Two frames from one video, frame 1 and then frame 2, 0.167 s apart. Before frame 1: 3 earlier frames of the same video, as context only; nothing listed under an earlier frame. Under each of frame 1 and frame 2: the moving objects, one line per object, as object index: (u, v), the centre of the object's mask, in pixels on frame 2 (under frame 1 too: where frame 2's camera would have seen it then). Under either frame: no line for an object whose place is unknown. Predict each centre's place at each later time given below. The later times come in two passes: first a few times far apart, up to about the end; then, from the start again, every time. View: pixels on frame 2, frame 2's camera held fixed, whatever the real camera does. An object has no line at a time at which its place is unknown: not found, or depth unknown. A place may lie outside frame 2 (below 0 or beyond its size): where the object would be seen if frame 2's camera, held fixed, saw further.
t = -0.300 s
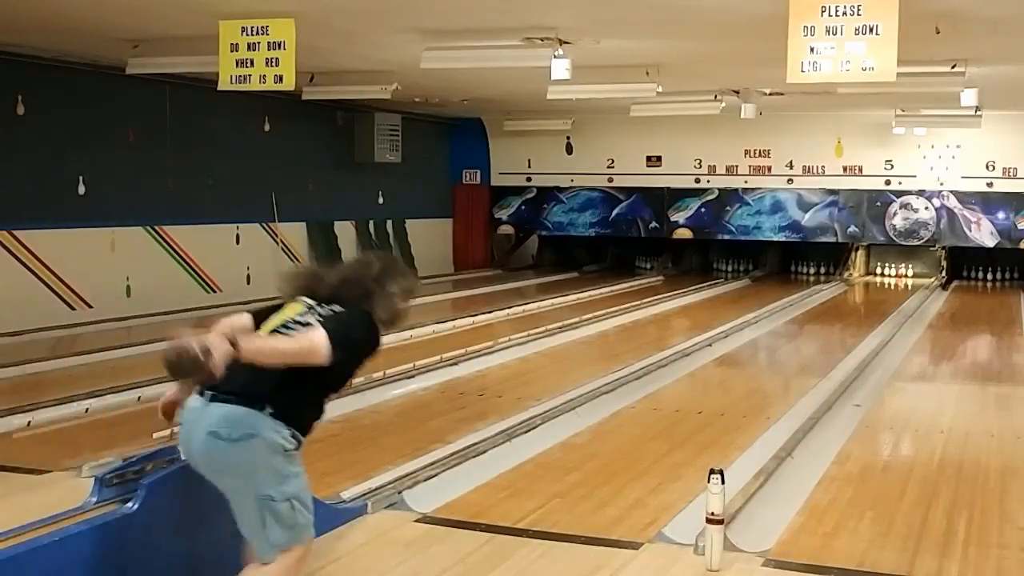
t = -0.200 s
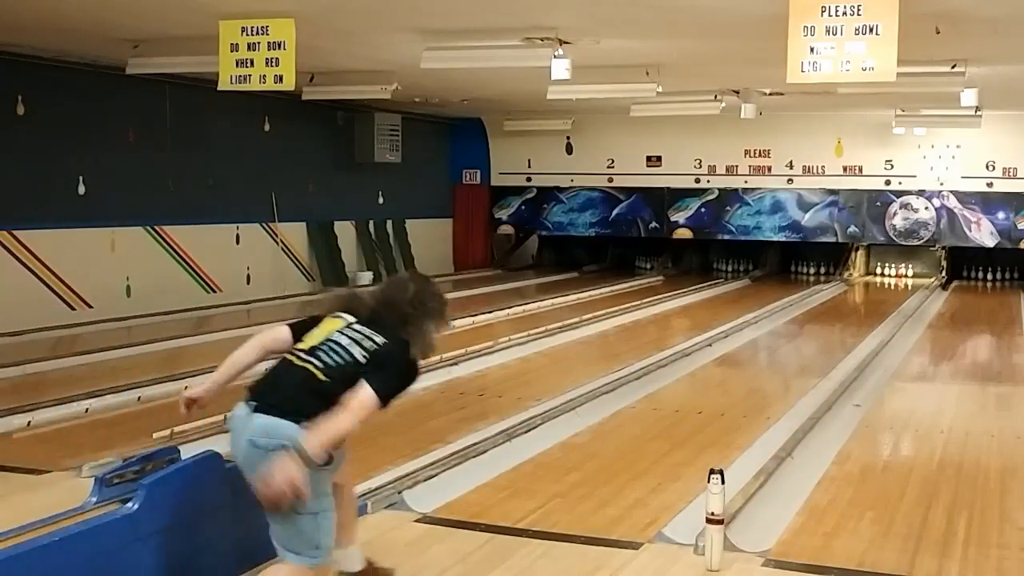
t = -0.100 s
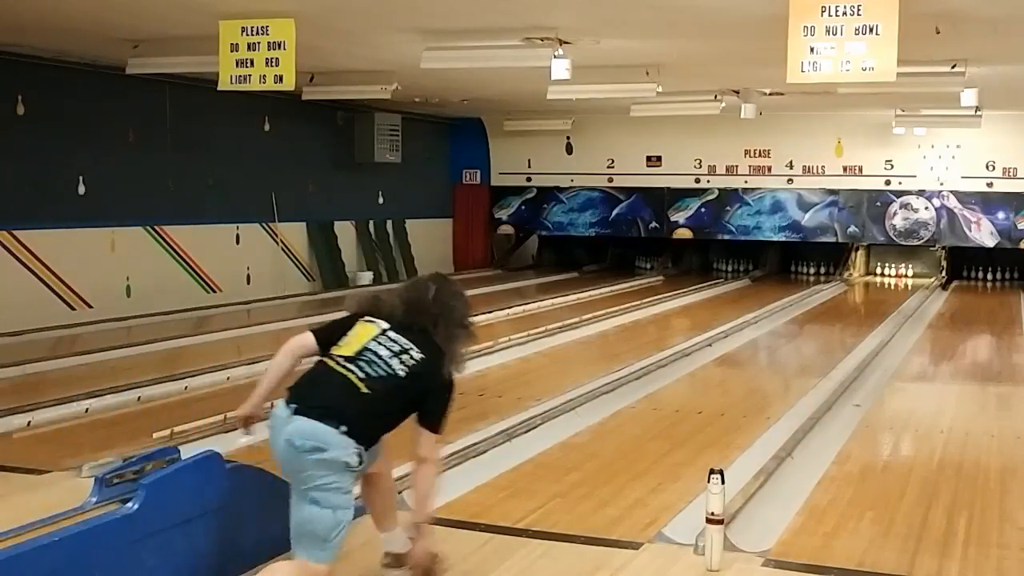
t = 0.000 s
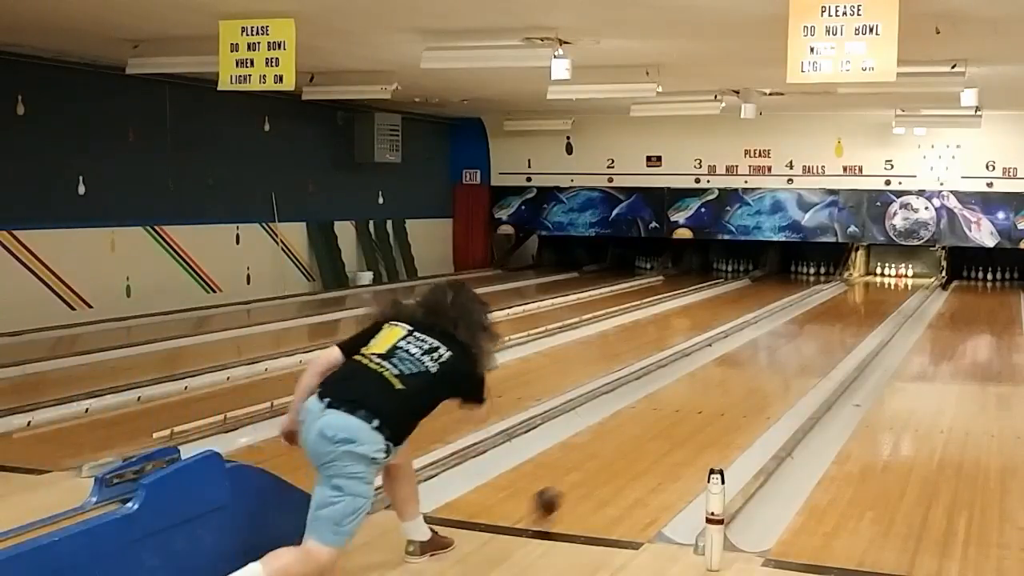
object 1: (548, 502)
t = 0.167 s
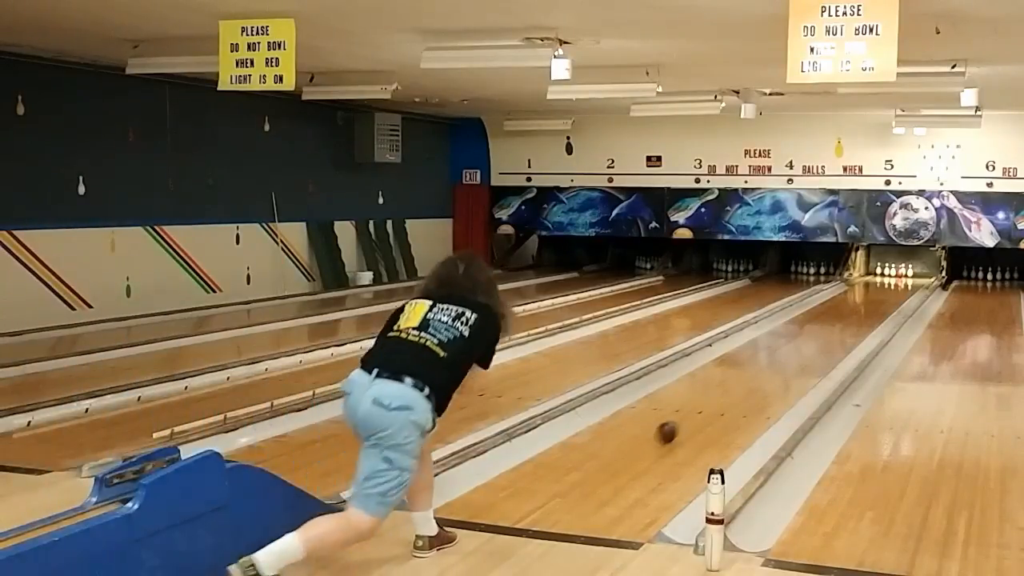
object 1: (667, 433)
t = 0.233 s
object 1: (699, 412)
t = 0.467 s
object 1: (778, 364)
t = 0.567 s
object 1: (801, 349)
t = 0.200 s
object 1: (683, 421)
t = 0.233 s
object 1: (699, 412)
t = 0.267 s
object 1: (713, 403)
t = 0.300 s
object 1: (726, 395)
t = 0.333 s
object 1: (739, 387)
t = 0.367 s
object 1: (750, 381)
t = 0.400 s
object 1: (760, 375)
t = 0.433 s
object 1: (769, 369)
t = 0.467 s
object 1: (778, 364)
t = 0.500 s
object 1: (786, 359)
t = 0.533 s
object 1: (794, 354)
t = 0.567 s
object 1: (801, 349)
